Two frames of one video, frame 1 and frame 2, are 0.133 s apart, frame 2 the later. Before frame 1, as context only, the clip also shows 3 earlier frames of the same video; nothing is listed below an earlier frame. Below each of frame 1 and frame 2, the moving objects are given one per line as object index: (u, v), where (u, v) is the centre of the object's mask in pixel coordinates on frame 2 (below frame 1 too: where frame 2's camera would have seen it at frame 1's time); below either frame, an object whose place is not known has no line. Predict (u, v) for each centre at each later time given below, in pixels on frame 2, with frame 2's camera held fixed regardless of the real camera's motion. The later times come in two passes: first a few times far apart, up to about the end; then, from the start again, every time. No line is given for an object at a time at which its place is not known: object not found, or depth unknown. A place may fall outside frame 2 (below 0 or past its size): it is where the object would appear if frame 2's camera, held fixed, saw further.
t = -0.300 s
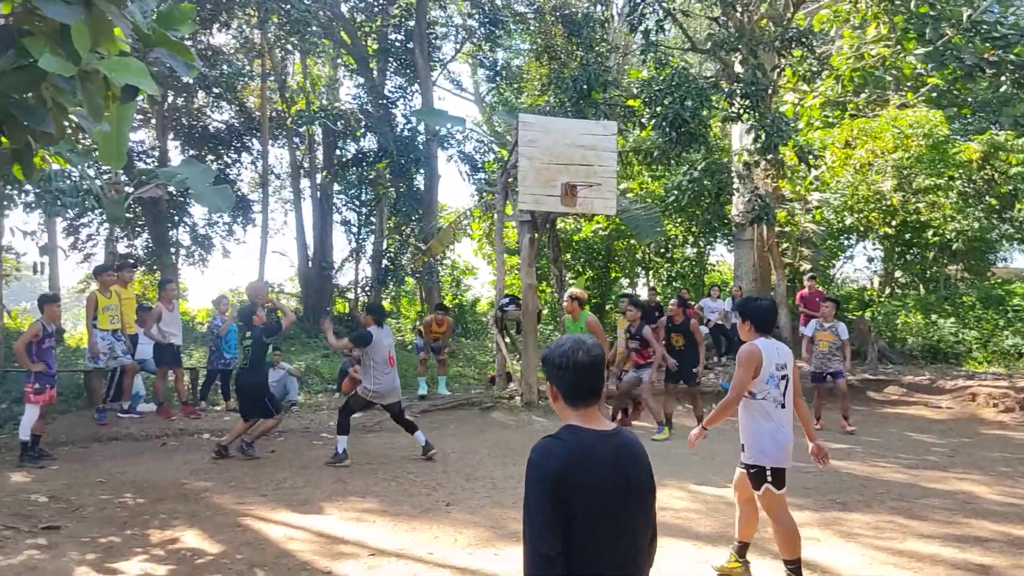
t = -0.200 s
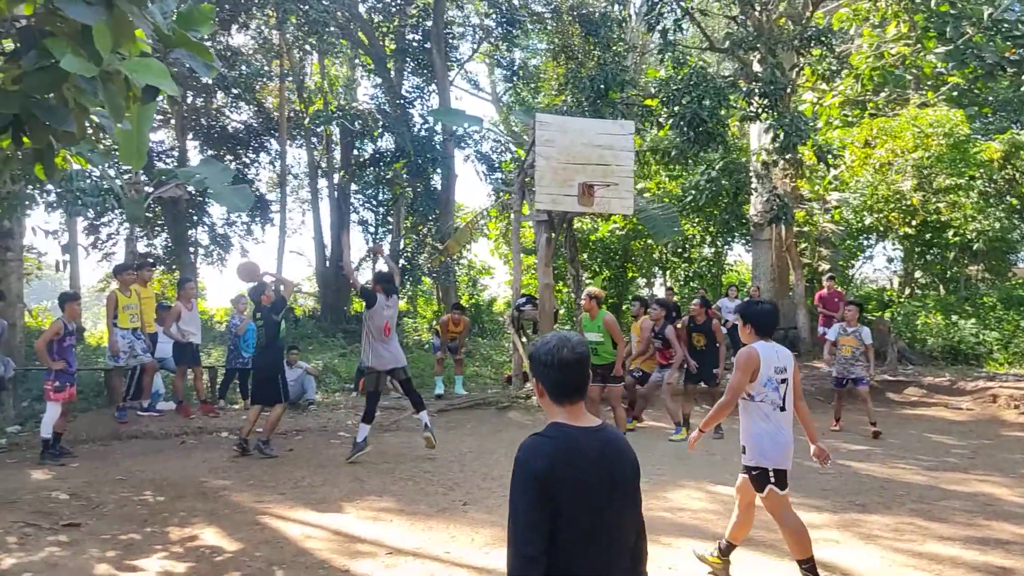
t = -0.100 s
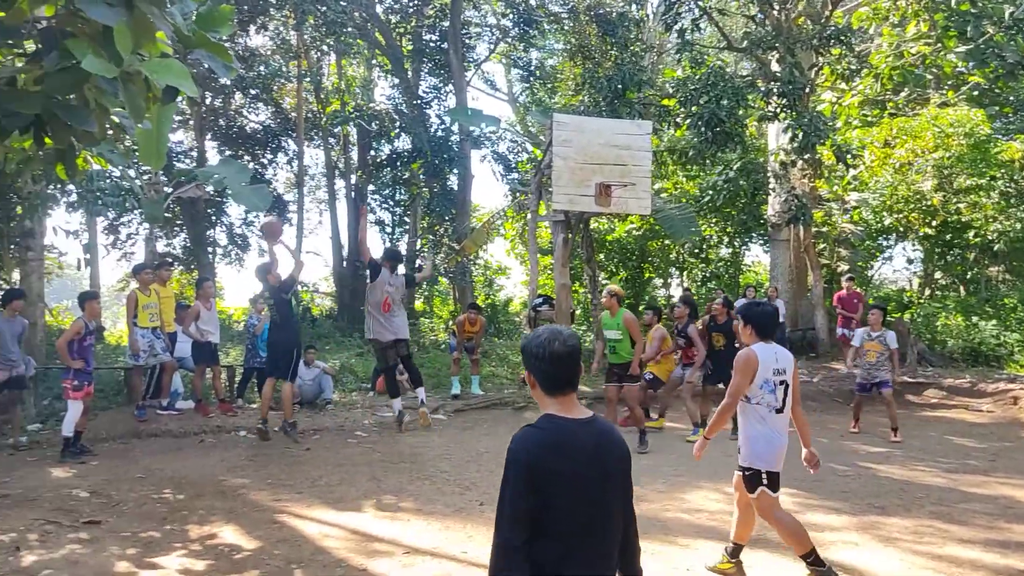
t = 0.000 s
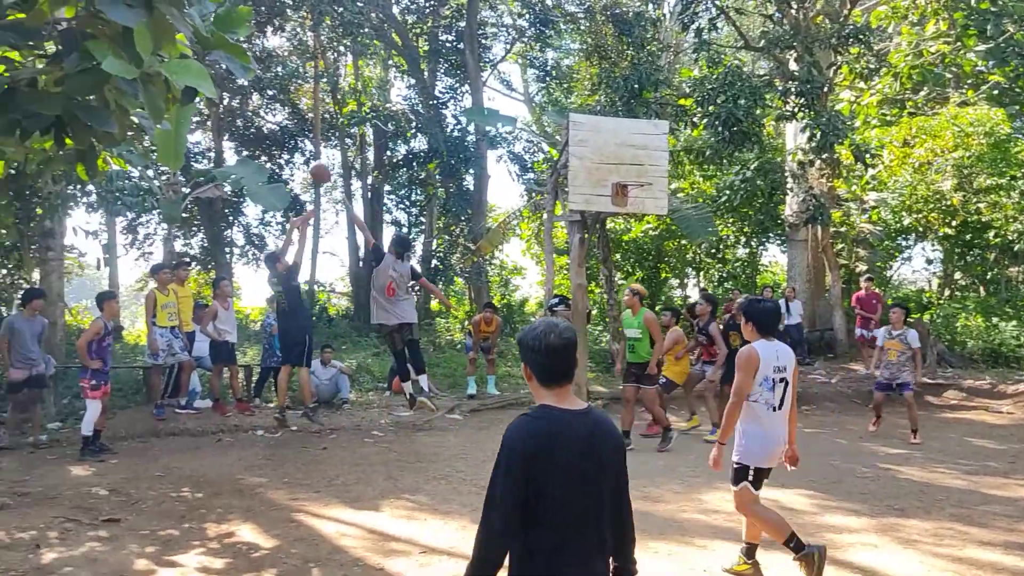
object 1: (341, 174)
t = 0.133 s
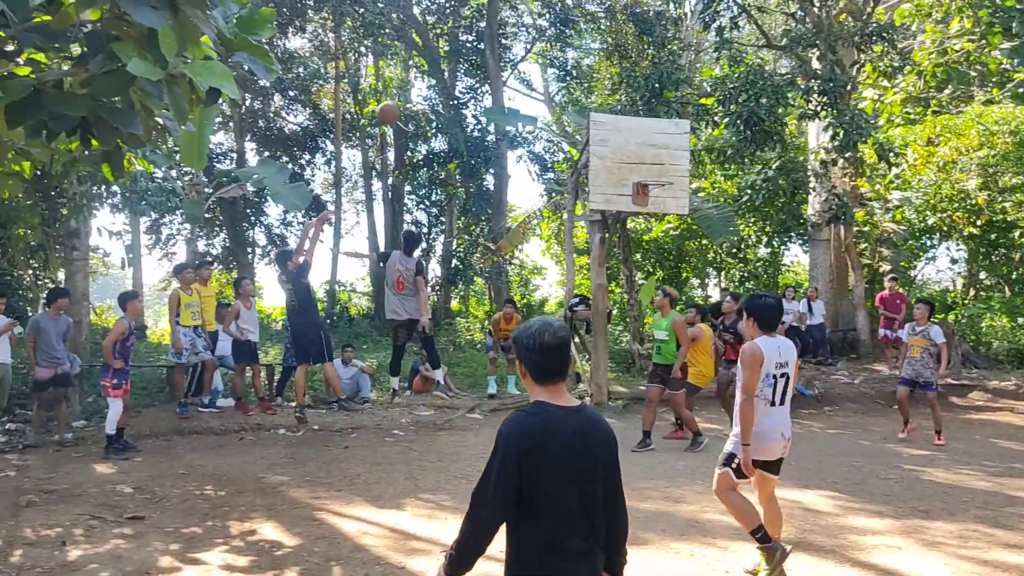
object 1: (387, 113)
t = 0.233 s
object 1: (420, 81)
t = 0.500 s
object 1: (501, 44)
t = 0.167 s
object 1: (398, 101)
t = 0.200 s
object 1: (408, 91)
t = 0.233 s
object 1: (420, 81)
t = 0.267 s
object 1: (431, 72)
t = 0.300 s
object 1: (442, 65)
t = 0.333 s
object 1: (451, 58)
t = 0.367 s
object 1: (462, 54)
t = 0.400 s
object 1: (472, 50)
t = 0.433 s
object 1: (483, 47)
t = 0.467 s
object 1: (491, 45)
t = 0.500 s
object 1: (501, 44)
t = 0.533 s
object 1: (511, 44)
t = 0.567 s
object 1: (521, 45)
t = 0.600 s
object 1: (531, 48)
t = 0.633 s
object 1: (539, 50)
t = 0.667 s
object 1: (549, 54)
